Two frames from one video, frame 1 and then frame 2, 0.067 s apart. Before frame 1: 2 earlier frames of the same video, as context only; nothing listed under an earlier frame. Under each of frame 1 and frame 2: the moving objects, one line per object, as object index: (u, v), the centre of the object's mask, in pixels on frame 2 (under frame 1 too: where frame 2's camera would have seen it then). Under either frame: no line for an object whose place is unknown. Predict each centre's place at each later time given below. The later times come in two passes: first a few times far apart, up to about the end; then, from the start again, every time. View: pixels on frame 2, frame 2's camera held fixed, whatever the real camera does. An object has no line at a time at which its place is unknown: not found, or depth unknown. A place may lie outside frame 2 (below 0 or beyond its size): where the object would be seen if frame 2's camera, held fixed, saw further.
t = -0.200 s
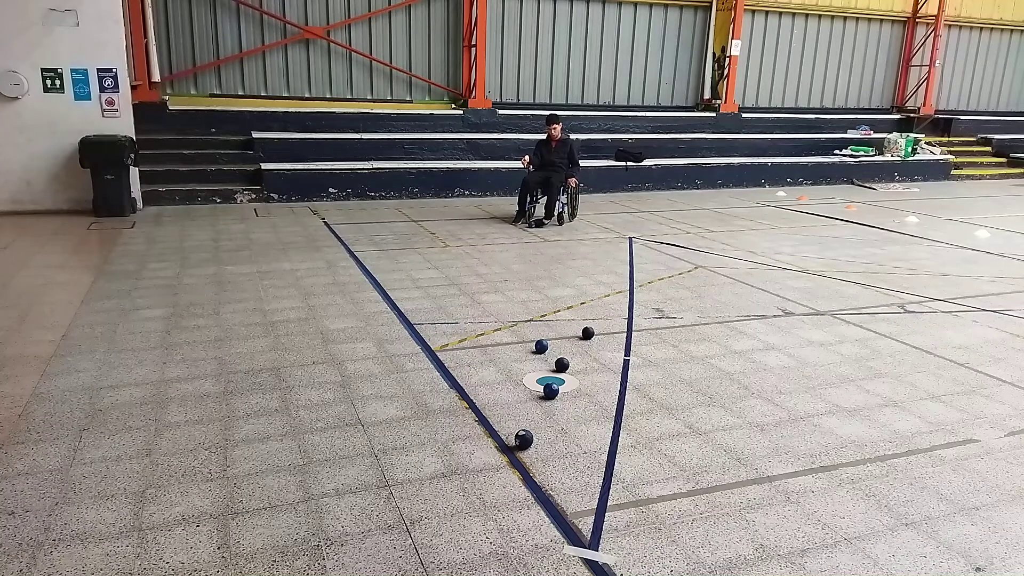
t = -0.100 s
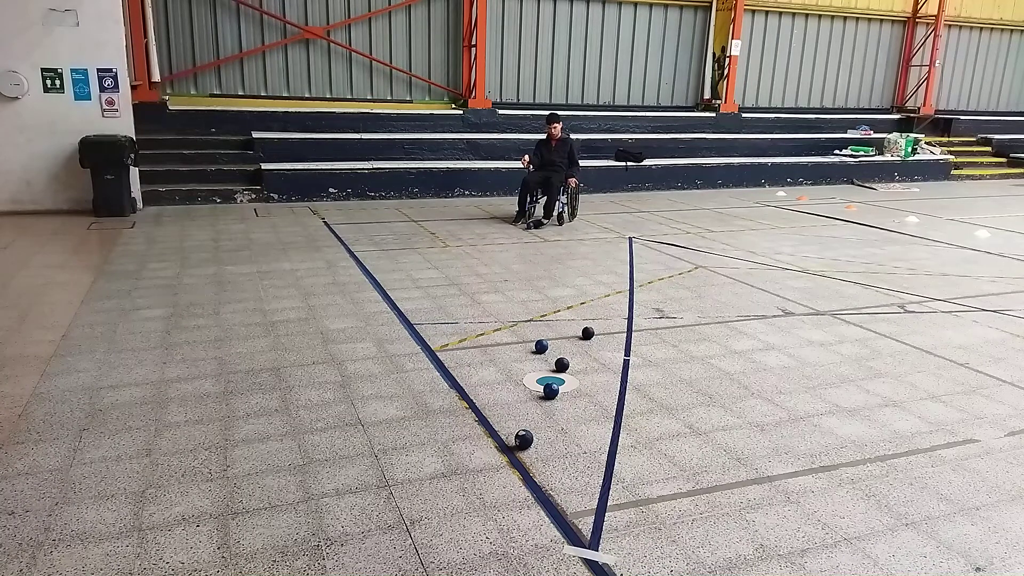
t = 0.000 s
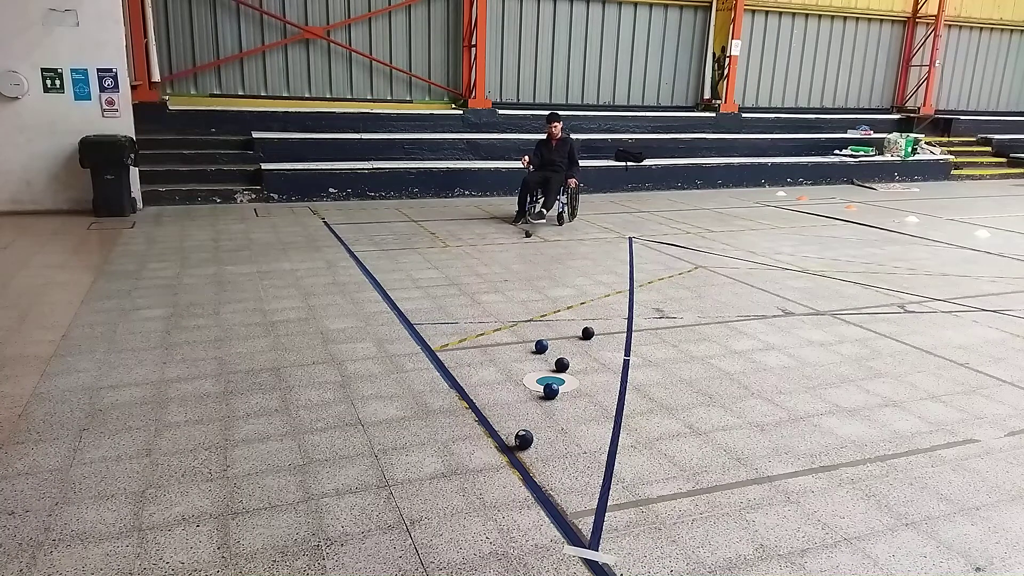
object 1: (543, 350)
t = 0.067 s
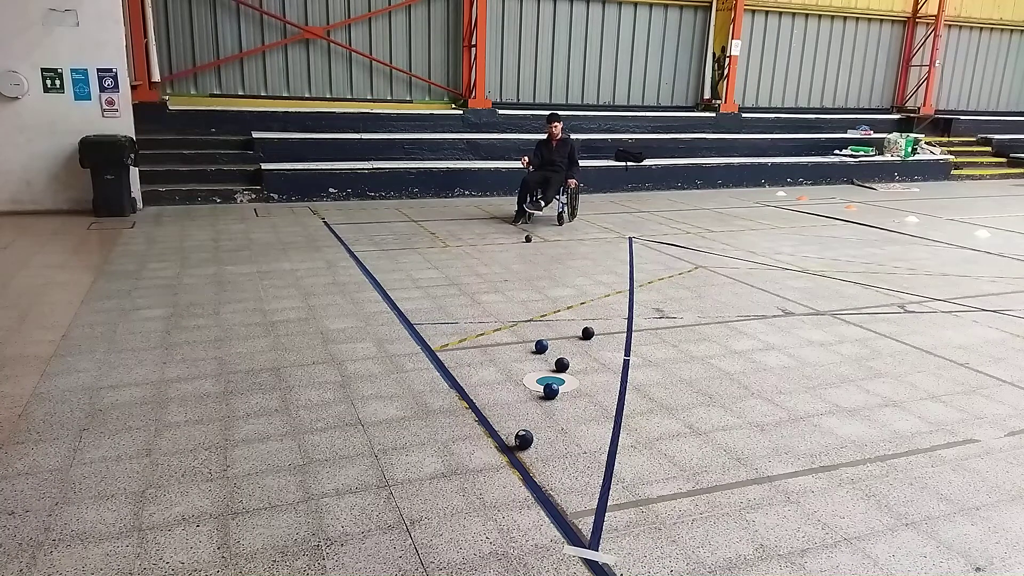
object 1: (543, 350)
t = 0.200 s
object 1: (543, 350)
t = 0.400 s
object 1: (543, 350)
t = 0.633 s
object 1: (543, 350)
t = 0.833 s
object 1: (542, 348)
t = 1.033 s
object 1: (542, 347)
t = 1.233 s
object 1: (543, 349)
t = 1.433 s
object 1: (549, 359)
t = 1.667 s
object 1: (545, 365)
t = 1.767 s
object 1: (542, 366)
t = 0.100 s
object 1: (543, 350)
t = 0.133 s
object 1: (543, 350)
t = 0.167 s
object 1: (543, 350)
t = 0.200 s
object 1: (543, 350)
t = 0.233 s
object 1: (543, 350)
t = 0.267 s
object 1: (543, 350)
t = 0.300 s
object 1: (543, 350)
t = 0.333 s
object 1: (543, 350)
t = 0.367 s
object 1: (543, 350)
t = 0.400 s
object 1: (543, 350)
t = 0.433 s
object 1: (543, 350)
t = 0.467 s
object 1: (543, 350)
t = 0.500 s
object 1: (543, 350)
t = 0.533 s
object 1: (543, 350)
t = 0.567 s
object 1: (543, 350)
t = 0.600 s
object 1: (543, 350)
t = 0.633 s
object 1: (543, 350)
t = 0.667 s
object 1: (543, 350)
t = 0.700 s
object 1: (543, 350)
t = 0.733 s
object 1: (543, 350)
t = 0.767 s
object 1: (543, 350)
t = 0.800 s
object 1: (543, 350)
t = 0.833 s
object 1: (542, 348)
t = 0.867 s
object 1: (542, 348)
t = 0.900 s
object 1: (542, 348)
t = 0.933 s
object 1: (542, 348)
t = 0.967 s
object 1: (542, 348)
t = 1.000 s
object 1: (542, 348)
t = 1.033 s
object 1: (542, 347)
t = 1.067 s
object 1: (542, 347)
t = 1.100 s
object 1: (542, 347)
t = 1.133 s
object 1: (542, 347)
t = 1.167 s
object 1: (542, 347)
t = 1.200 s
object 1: (541, 348)
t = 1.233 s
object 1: (543, 349)
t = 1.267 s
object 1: (544, 351)
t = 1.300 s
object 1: (546, 353)
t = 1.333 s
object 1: (547, 354)
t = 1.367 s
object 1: (548, 356)
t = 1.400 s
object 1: (549, 358)
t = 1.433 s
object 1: (549, 359)
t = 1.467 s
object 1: (550, 360)
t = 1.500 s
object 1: (550, 361)
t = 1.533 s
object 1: (549, 362)
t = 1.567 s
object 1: (548, 363)
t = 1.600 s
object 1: (547, 364)
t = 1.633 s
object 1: (546, 364)
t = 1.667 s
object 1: (545, 365)
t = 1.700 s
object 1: (544, 365)
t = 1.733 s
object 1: (543, 366)
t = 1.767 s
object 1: (542, 366)
